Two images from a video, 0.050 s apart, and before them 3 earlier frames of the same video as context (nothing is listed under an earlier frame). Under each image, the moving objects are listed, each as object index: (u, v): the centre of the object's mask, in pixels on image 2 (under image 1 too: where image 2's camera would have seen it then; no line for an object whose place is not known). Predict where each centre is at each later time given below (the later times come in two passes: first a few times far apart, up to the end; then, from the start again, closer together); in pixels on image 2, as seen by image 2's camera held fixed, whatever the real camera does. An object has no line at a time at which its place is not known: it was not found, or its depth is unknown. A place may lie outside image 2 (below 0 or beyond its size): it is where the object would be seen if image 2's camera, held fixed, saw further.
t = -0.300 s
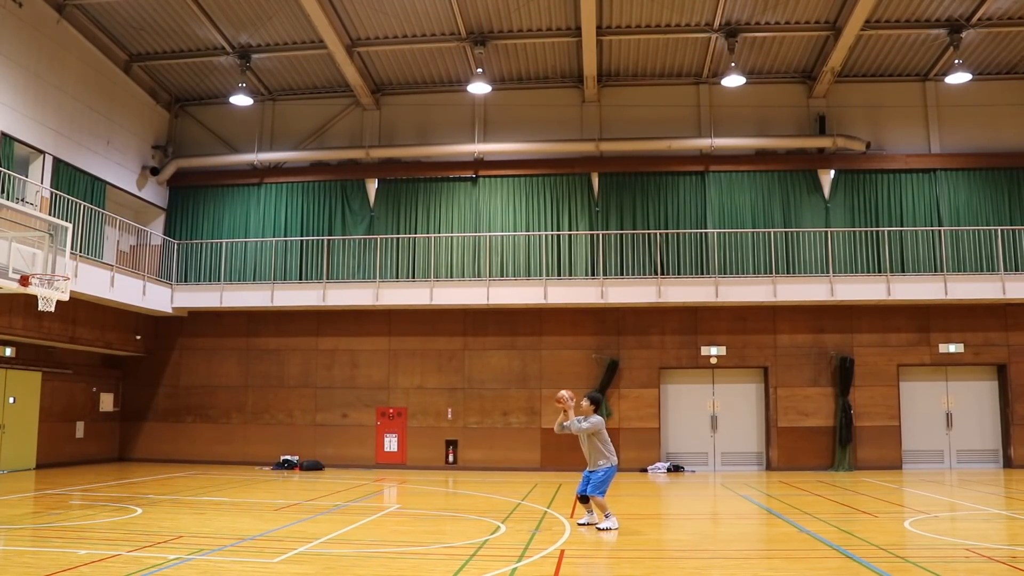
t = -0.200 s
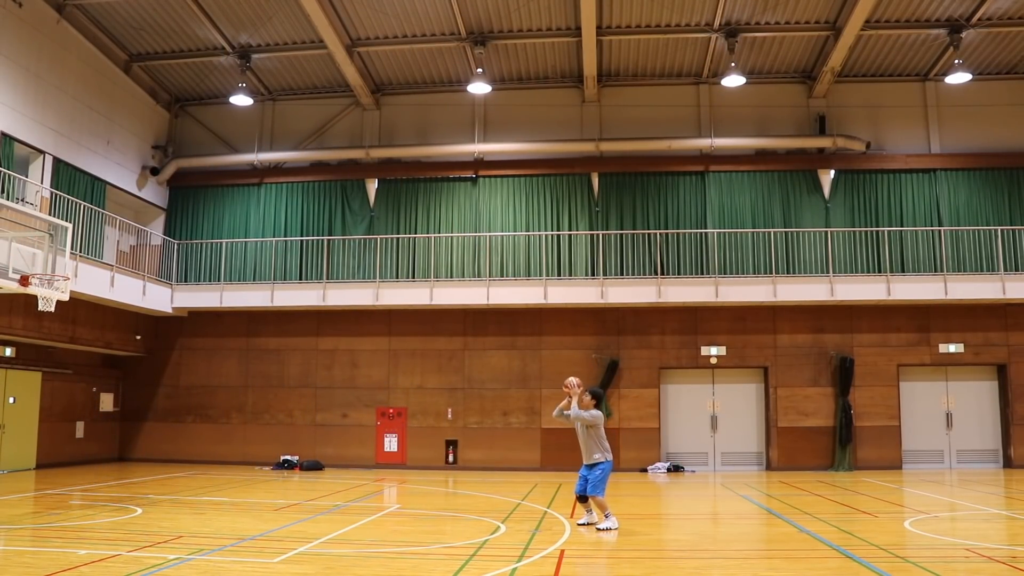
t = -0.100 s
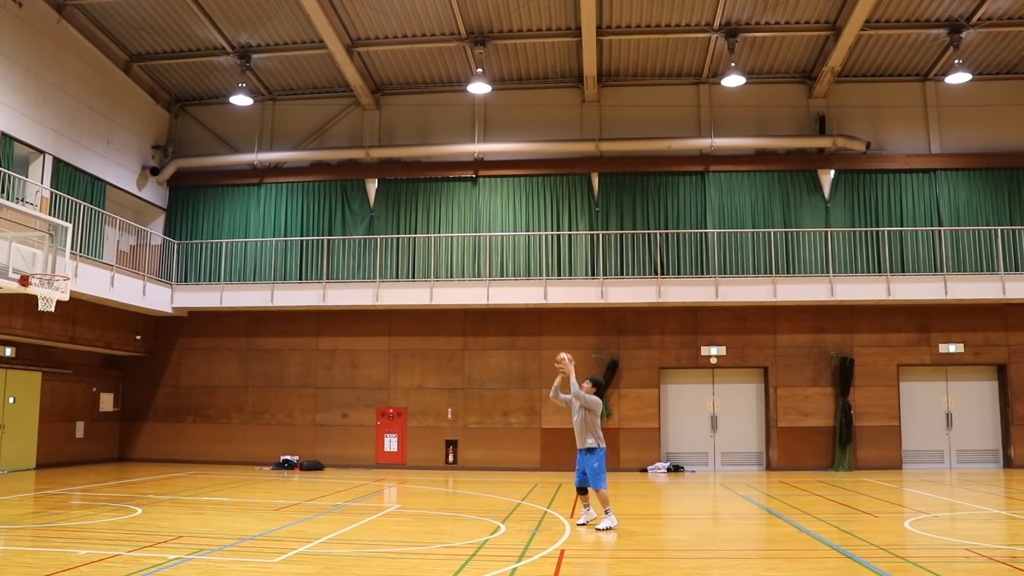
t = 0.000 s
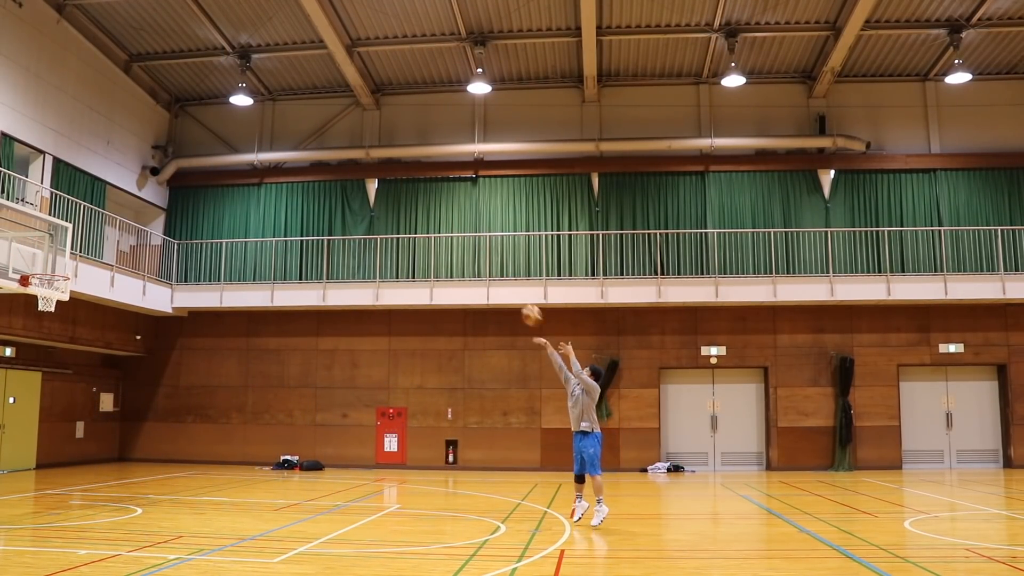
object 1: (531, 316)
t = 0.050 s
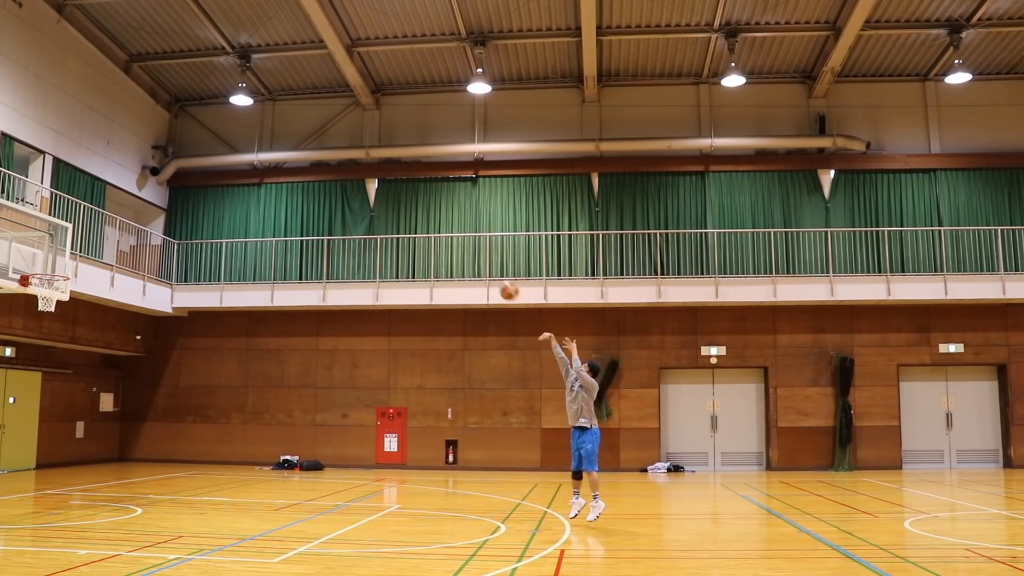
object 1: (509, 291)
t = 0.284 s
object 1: (409, 206)
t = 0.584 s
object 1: (288, 162)
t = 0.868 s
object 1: (179, 179)
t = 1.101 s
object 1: (89, 237)
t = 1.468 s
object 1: (28, 358)
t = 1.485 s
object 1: (27, 364)
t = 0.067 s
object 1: (502, 283)
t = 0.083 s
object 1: (495, 276)
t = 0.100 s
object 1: (487, 269)
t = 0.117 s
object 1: (480, 262)
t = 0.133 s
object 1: (473, 255)
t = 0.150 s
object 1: (466, 248)
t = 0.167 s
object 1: (458, 243)
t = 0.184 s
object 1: (451, 237)
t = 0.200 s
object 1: (444, 231)
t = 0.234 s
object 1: (430, 220)
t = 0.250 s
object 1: (423, 215)
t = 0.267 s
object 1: (416, 211)
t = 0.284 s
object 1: (409, 206)
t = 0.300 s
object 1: (402, 202)
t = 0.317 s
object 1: (395, 198)
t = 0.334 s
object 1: (388, 194)
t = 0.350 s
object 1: (382, 190)
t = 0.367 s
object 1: (375, 187)
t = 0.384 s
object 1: (367, 183)
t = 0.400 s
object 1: (360, 180)
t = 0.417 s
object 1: (355, 178)
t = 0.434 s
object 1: (347, 175)
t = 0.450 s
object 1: (341, 173)
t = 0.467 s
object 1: (334, 171)
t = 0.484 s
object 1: (327, 169)
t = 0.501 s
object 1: (321, 167)
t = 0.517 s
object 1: (315, 166)
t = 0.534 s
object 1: (308, 164)
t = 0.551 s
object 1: (301, 163)
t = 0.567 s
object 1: (295, 163)
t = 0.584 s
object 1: (288, 162)
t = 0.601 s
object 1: (281, 162)
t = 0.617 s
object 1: (275, 161)
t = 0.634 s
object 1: (267, 161)
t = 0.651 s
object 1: (261, 161)
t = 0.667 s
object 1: (256, 161)
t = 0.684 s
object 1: (249, 161)
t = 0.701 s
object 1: (242, 162)
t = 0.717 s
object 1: (236, 163)
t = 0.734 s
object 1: (229, 164)
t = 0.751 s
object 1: (223, 165)
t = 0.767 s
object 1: (217, 166)
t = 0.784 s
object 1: (210, 168)
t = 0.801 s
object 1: (203, 170)
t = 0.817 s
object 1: (198, 172)
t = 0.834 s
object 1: (191, 174)
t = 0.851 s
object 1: (185, 176)
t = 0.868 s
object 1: (179, 179)
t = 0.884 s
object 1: (172, 182)
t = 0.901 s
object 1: (166, 184)
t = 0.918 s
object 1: (160, 188)
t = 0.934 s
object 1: (153, 191)
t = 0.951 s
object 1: (146, 195)
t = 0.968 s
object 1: (140, 199)
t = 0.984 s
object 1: (134, 203)
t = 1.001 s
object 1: (127, 207)
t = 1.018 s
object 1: (121, 211)
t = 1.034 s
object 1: (115, 216)
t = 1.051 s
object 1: (108, 221)
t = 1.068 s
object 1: (102, 226)
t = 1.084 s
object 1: (95, 231)
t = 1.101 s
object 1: (89, 237)
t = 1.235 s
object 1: (39, 286)
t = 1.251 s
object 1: (35, 294)
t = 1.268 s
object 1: (35, 297)
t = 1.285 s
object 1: (35, 302)
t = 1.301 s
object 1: (35, 305)
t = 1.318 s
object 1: (34, 309)
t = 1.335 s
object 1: (34, 314)
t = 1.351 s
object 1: (33, 319)
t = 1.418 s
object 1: (31, 341)
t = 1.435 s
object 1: (30, 346)
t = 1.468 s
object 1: (28, 358)
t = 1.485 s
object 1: (27, 364)
